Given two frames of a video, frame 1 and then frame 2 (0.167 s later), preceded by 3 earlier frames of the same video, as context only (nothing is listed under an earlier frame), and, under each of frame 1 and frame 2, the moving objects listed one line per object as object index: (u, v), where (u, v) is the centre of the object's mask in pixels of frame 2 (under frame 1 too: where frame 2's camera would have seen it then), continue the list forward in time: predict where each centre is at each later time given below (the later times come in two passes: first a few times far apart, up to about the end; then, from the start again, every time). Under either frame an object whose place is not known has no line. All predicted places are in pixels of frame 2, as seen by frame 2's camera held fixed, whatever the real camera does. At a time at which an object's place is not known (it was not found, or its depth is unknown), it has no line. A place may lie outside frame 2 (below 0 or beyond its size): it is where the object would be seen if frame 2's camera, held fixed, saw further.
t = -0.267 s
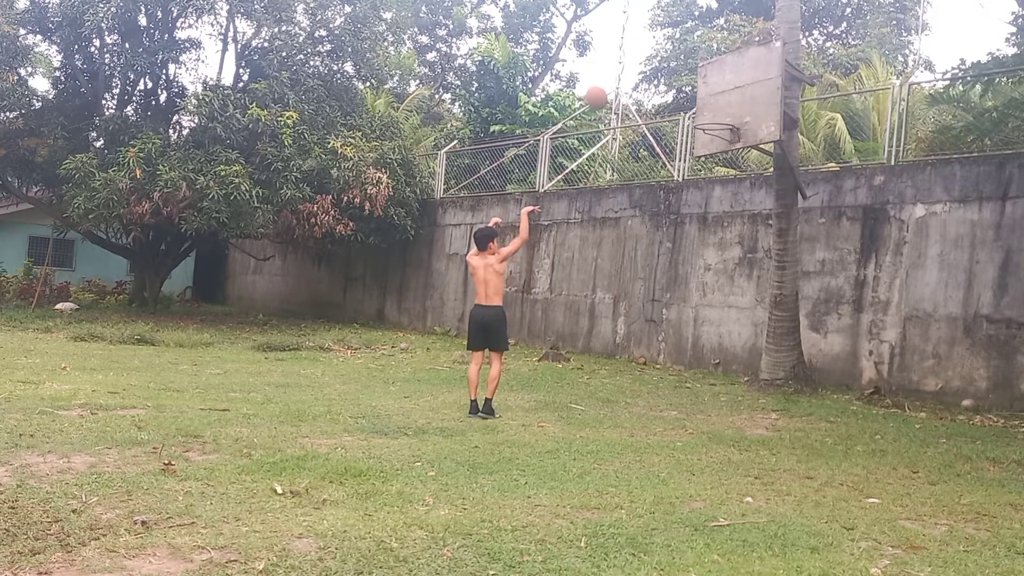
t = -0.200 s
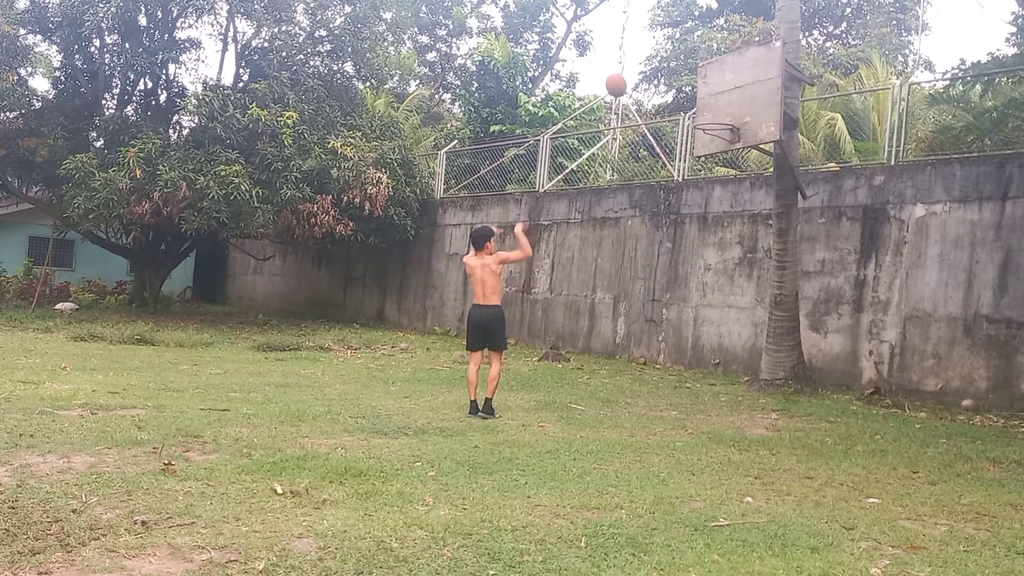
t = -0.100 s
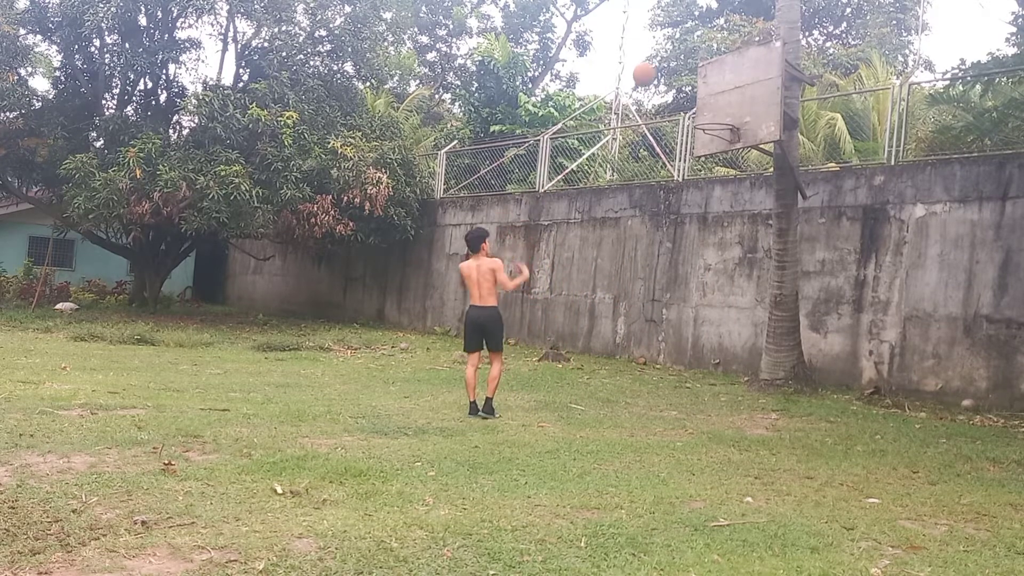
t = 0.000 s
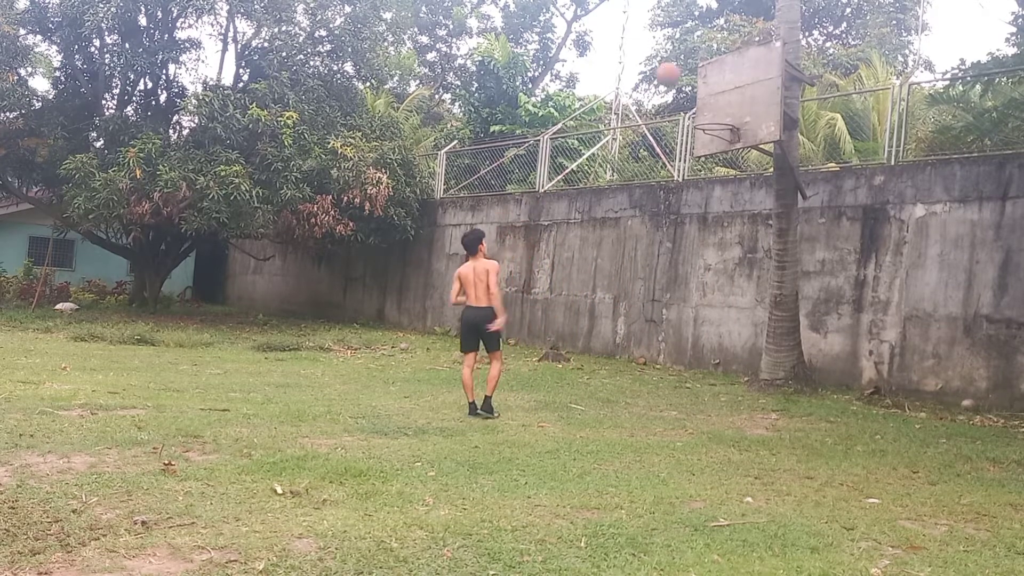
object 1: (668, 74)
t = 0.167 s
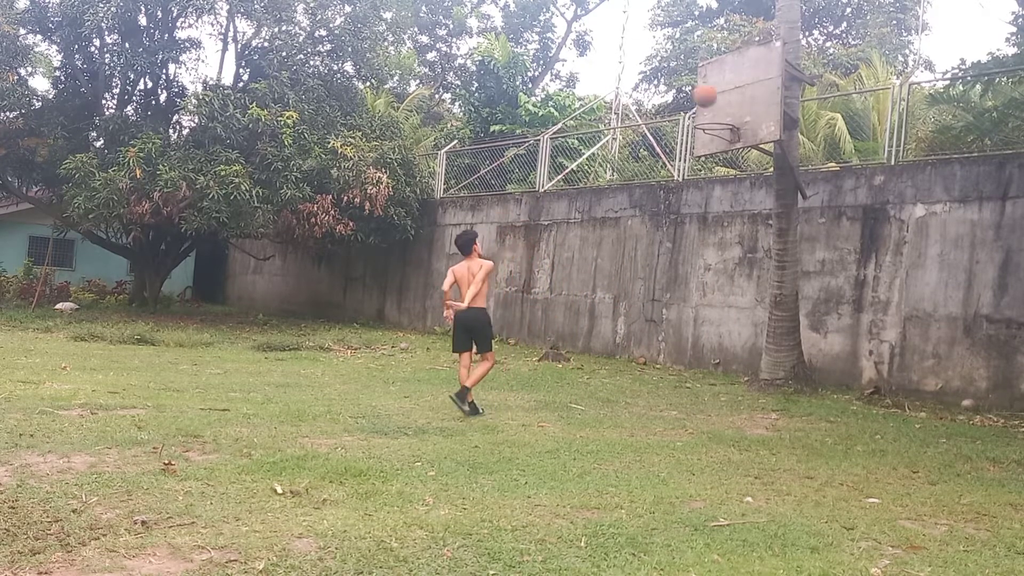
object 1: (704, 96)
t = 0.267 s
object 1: (724, 119)
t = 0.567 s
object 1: (664, 91)
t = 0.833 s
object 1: (602, 135)
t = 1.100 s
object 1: (534, 247)
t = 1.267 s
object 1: (489, 352)
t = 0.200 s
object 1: (712, 103)
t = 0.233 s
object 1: (718, 111)
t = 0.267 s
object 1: (724, 119)
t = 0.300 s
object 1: (719, 112)
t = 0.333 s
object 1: (712, 107)
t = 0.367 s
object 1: (706, 102)
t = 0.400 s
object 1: (700, 97)
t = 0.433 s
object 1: (692, 94)
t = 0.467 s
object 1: (685, 91)
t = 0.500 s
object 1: (679, 90)
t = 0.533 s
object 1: (672, 90)
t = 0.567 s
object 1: (664, 91)
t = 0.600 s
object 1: (656, 92)
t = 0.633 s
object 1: (649, 96)
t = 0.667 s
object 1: (641, 100)
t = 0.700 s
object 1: (633, 105)
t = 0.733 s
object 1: (626, 111)
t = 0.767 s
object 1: (618, 118)
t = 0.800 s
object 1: (610, 125)
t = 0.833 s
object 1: (602, 135)
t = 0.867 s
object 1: (594, 145)
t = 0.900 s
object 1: (586, 156)
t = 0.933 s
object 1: (578, 170)
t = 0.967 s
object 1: (569, 183)
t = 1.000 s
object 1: (560, 197)
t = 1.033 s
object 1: (552, 212)
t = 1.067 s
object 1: (543, 229)
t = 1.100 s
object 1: (534, 247)
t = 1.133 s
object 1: (526, 265)
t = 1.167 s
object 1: (517, 286)
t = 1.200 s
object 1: (507, 306)
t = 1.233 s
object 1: (498, 328)
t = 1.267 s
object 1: (489, 352)
